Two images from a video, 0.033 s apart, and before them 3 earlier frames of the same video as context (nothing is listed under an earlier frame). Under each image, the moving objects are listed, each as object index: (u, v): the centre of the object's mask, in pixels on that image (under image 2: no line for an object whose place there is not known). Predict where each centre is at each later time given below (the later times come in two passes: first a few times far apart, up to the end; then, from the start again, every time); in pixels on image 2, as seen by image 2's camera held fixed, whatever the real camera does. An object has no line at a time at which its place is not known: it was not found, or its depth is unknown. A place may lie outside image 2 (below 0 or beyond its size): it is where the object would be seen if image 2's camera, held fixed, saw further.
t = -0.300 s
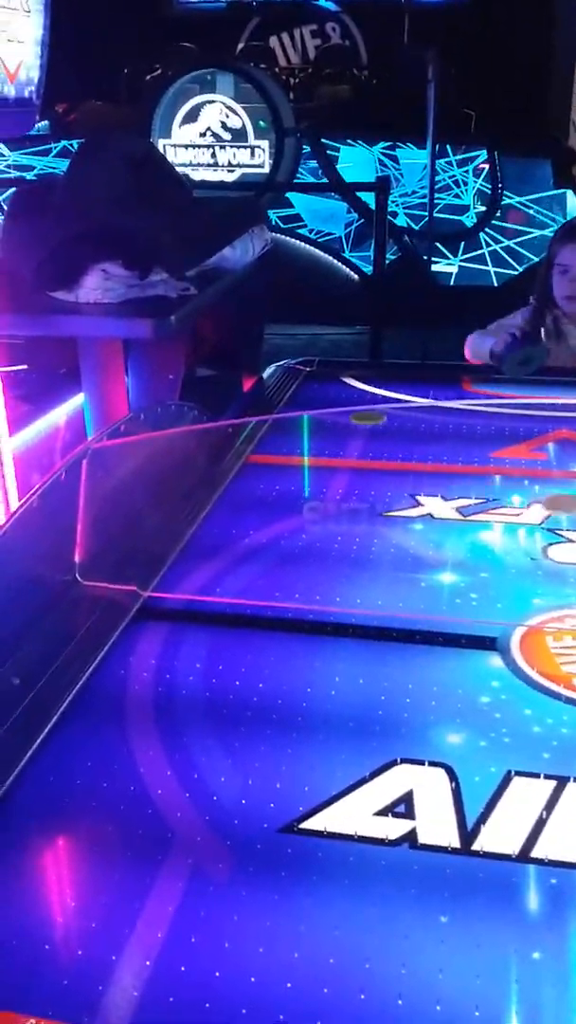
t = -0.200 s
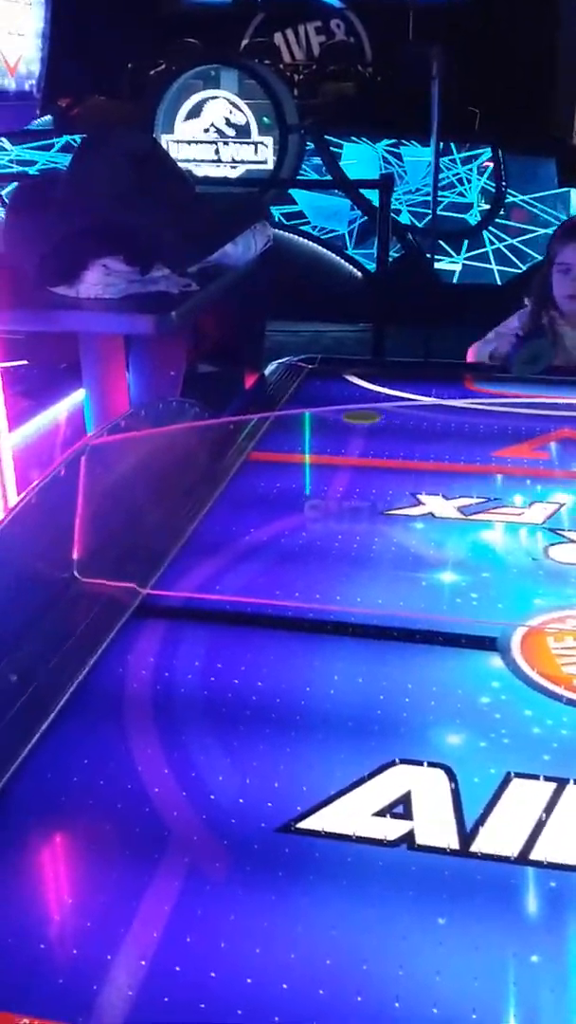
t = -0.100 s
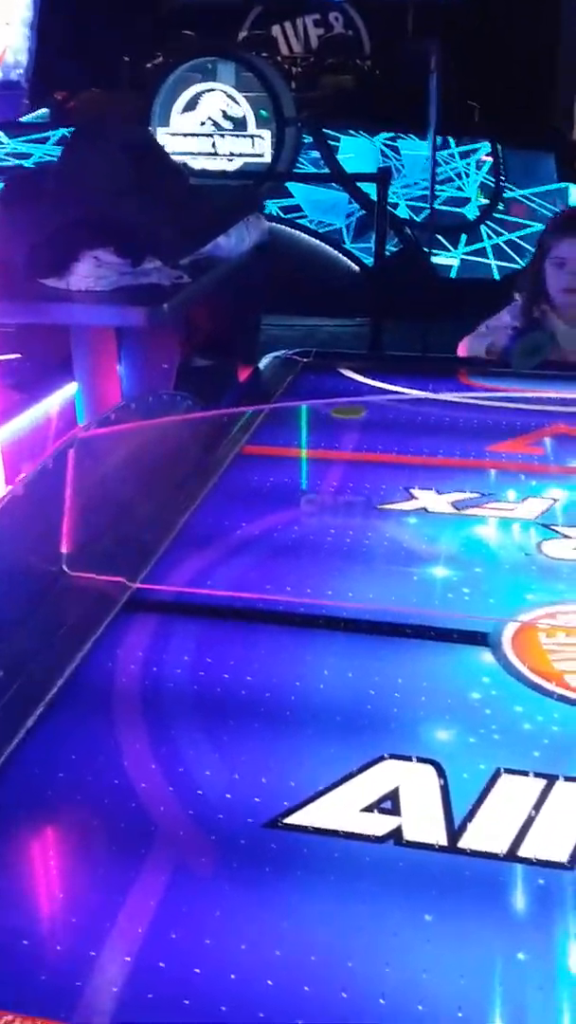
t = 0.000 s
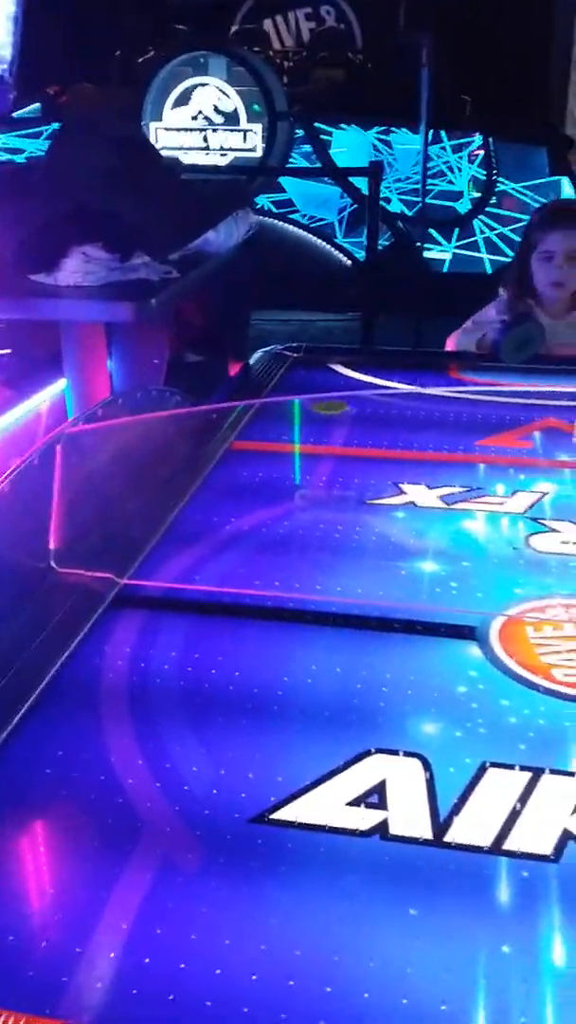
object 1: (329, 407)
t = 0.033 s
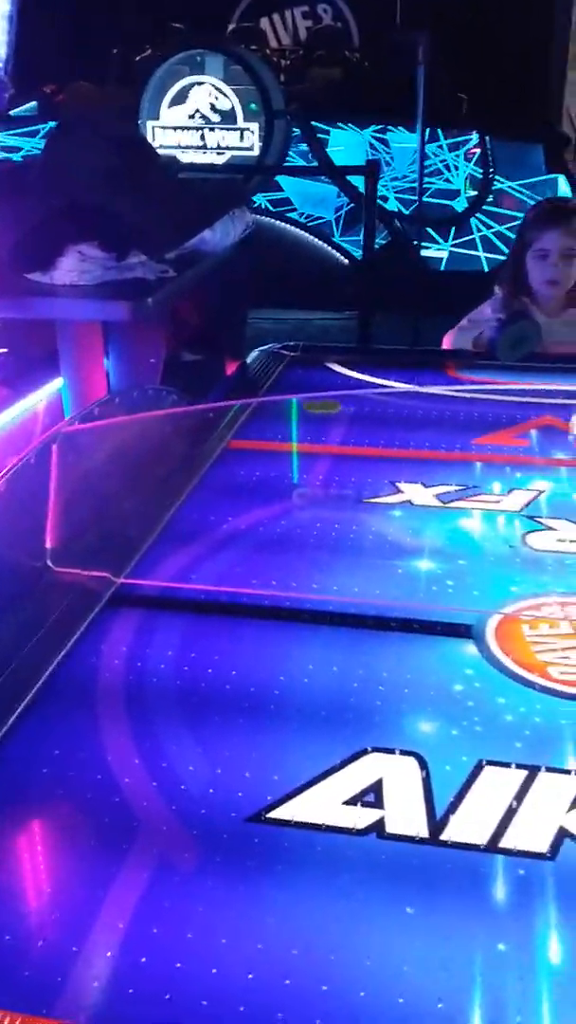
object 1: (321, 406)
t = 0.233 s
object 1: (304, 407)
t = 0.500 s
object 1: (276, 408)
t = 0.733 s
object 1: (268, 408)
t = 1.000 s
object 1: (279, 406)
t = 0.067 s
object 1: (320, 407)
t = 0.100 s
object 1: (318, 407)
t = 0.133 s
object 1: (314, 406)
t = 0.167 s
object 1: (312, 407)
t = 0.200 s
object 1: (307, 407)
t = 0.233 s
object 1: (304, 407)
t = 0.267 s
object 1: (301, 407)
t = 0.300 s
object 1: (299, 407)
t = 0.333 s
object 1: (295, 407)
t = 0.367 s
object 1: (290, 408)
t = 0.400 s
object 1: (288, 408)
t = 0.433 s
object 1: (285, 408)
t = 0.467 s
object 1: (284, 407)
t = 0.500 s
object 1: (276, 408)
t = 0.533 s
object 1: (274, 408)
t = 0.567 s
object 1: (274, 408)
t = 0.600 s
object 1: (273, 408)
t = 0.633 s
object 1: (271, 408)
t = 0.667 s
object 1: (270, 409)
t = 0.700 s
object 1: (268, 408)
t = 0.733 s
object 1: (268, 408)
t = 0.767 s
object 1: (268, 408)
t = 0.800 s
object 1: (270, 408)
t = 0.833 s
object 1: (271, 408)
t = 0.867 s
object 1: (272, 407)
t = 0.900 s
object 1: (273, 407)
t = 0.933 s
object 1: (275, 407)
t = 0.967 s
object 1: (276, 407)
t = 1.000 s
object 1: (279, 406)
